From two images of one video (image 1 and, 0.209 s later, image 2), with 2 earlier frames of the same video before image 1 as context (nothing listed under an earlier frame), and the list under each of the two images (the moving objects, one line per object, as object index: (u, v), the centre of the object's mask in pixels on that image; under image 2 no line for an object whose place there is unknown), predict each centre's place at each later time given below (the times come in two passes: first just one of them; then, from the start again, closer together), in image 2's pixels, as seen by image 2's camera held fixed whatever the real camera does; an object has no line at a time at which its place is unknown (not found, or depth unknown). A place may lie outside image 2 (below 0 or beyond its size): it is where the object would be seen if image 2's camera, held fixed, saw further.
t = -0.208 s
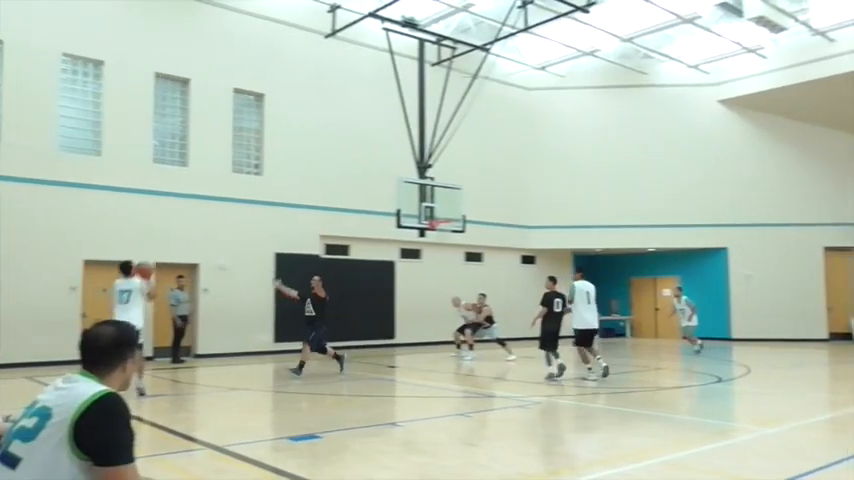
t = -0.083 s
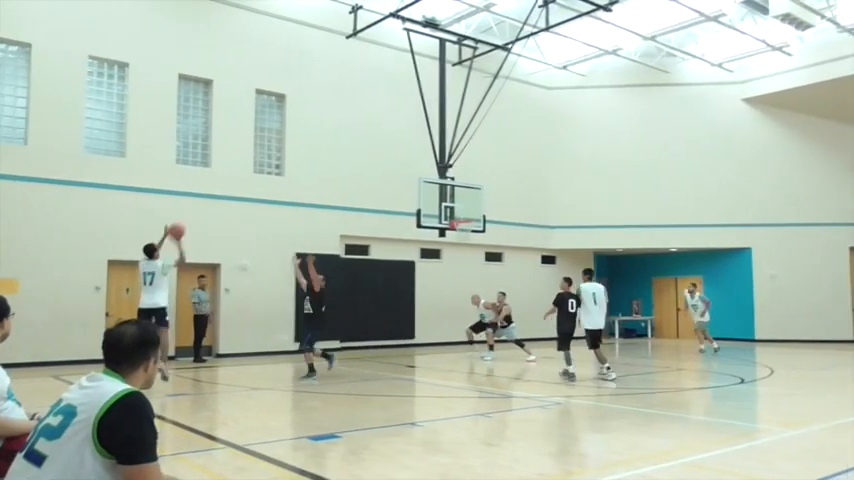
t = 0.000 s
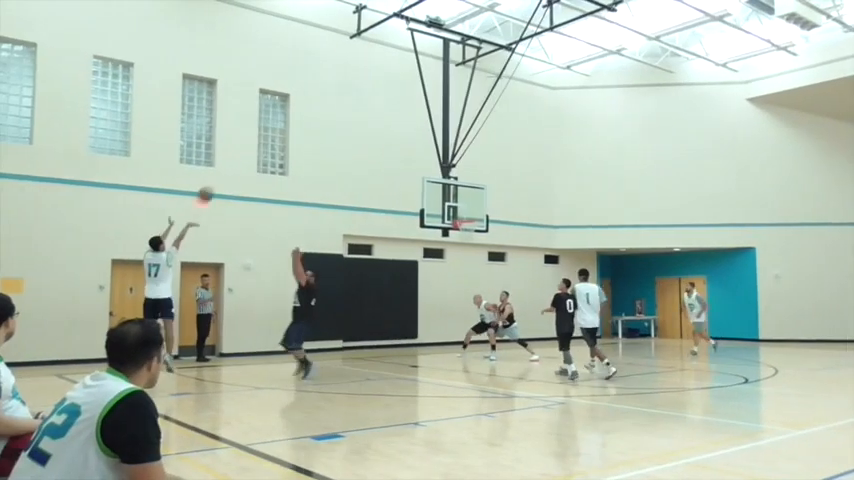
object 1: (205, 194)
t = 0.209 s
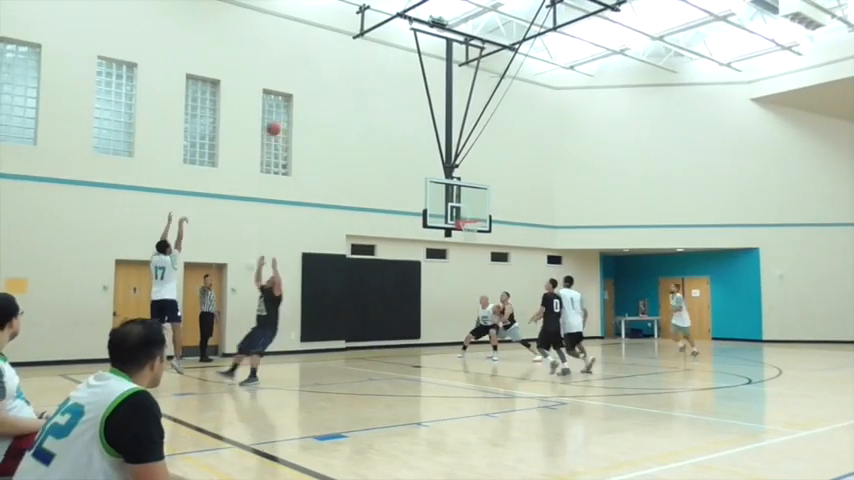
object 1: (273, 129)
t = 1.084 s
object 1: (444, 149)
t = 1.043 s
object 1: (440, 142)
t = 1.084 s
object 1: (444, 149)
